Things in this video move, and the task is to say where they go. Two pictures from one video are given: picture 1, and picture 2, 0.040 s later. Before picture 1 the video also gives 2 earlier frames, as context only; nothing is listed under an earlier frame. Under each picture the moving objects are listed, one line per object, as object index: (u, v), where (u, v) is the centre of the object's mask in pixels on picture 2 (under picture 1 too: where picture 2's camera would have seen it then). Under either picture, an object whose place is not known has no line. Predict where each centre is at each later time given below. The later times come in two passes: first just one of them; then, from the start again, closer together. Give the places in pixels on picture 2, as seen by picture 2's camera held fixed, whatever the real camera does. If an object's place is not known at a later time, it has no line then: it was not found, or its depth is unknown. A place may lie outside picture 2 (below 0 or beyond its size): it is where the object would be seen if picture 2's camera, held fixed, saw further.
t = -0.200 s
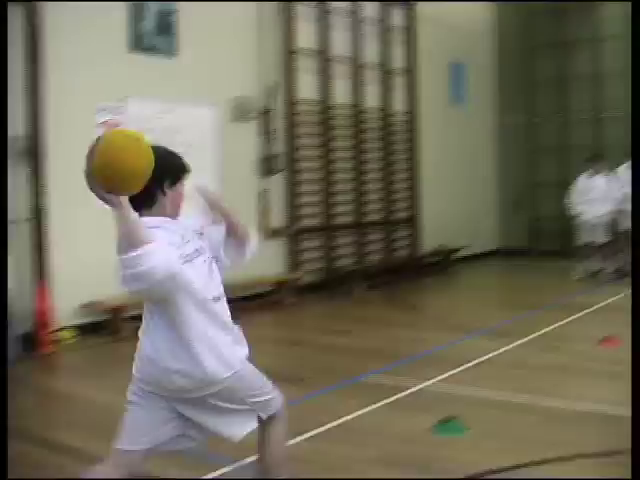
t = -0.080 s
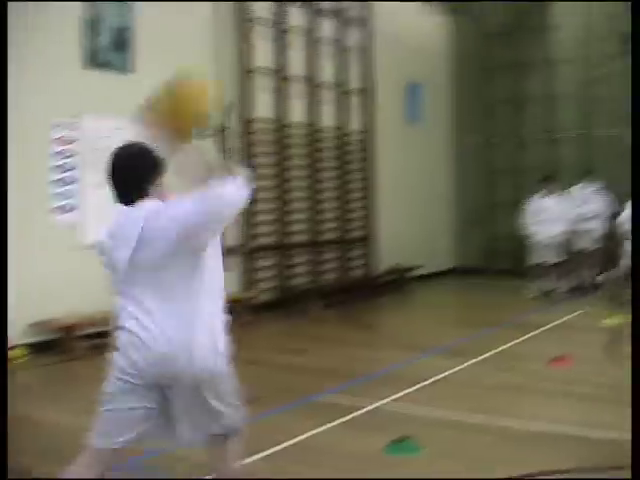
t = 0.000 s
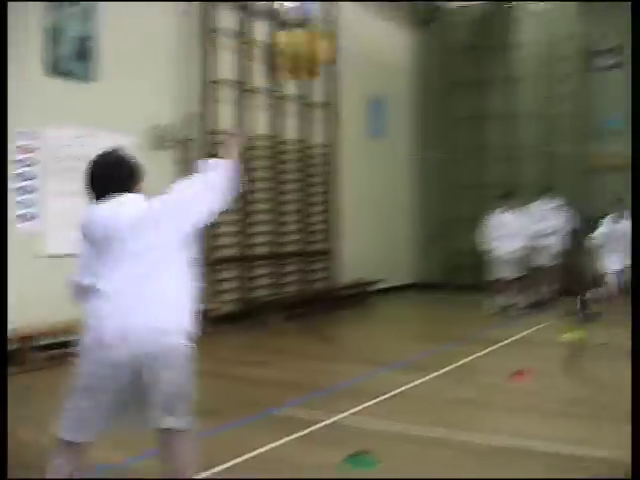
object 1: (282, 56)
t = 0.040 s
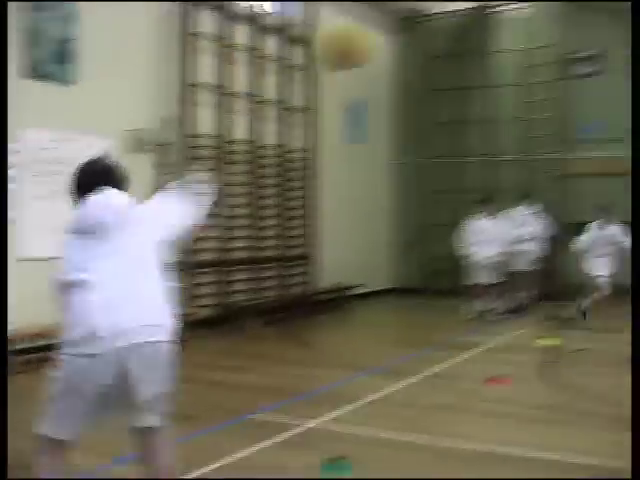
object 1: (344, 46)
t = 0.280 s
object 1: (571, 45)
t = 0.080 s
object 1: (408, 41)
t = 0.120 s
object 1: (446, 37)
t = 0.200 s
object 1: (517, 38)
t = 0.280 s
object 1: (571, 45)
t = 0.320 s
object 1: (592, 51)
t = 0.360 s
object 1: (610, 59)
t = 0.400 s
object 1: (628, 67)
